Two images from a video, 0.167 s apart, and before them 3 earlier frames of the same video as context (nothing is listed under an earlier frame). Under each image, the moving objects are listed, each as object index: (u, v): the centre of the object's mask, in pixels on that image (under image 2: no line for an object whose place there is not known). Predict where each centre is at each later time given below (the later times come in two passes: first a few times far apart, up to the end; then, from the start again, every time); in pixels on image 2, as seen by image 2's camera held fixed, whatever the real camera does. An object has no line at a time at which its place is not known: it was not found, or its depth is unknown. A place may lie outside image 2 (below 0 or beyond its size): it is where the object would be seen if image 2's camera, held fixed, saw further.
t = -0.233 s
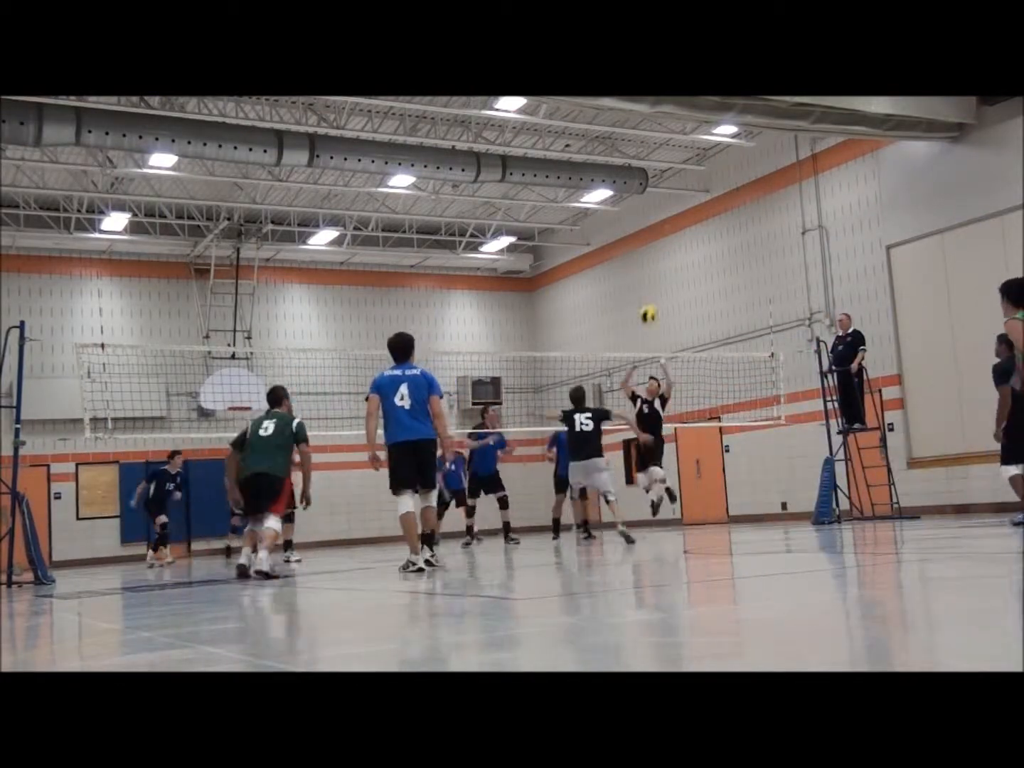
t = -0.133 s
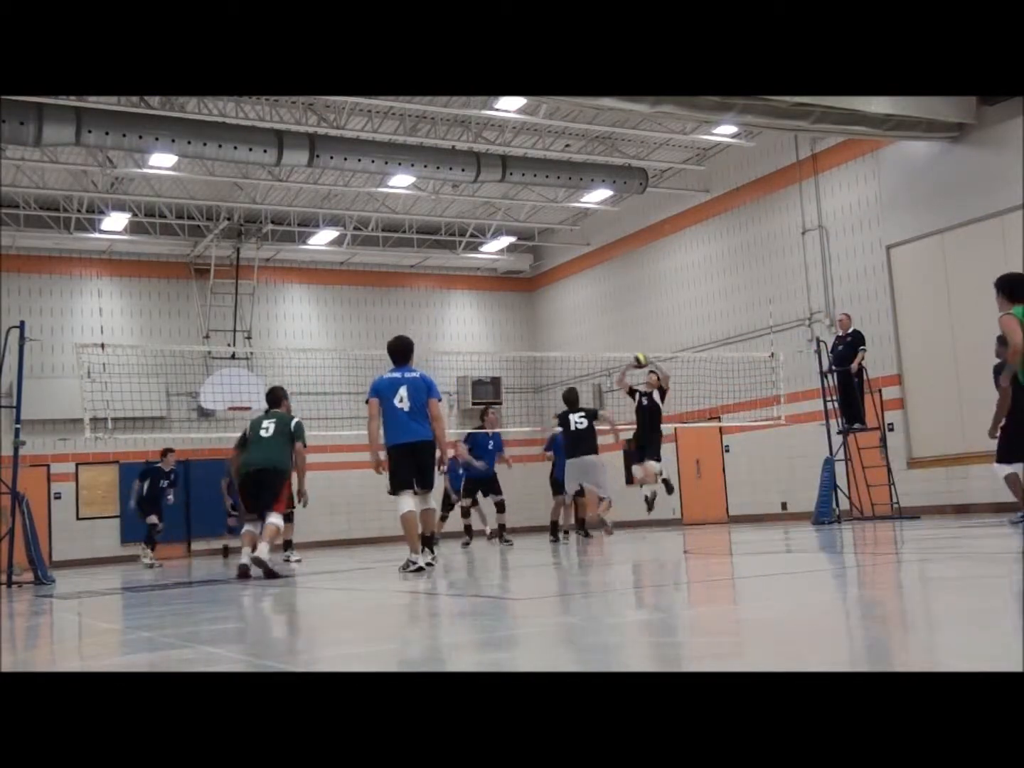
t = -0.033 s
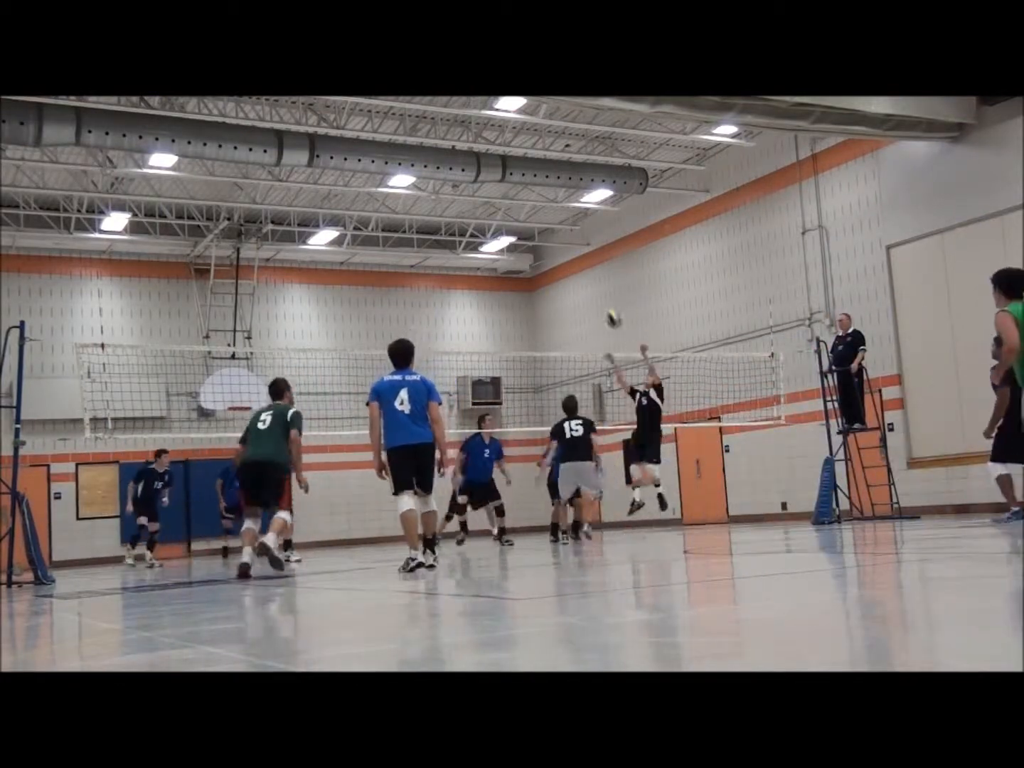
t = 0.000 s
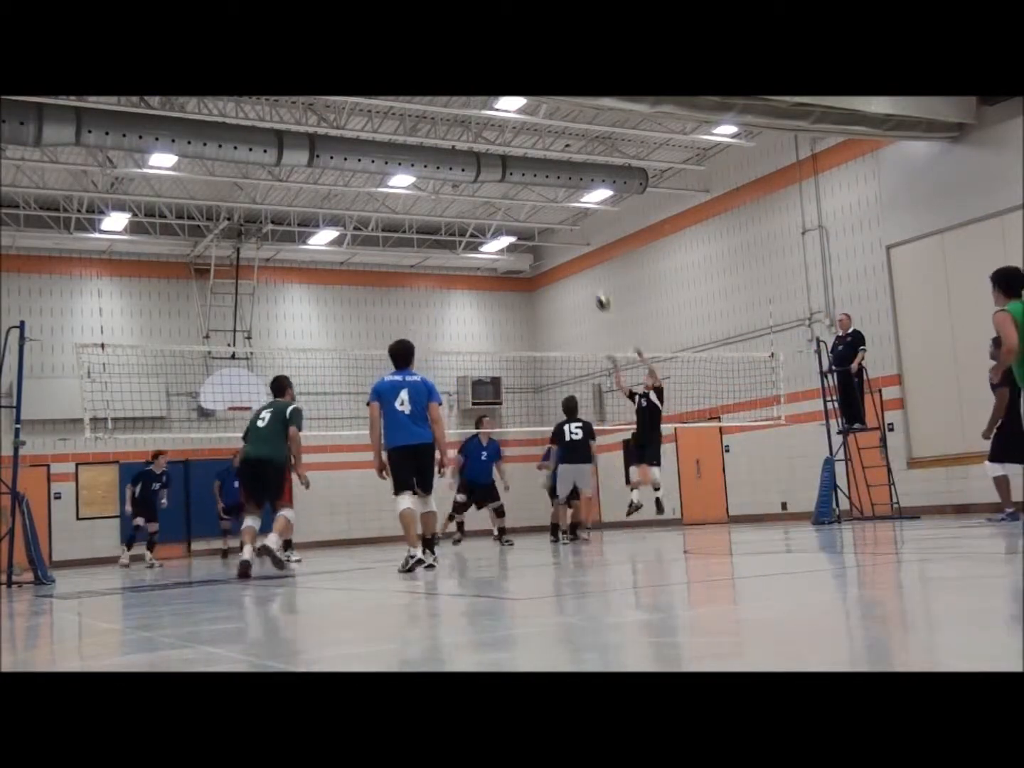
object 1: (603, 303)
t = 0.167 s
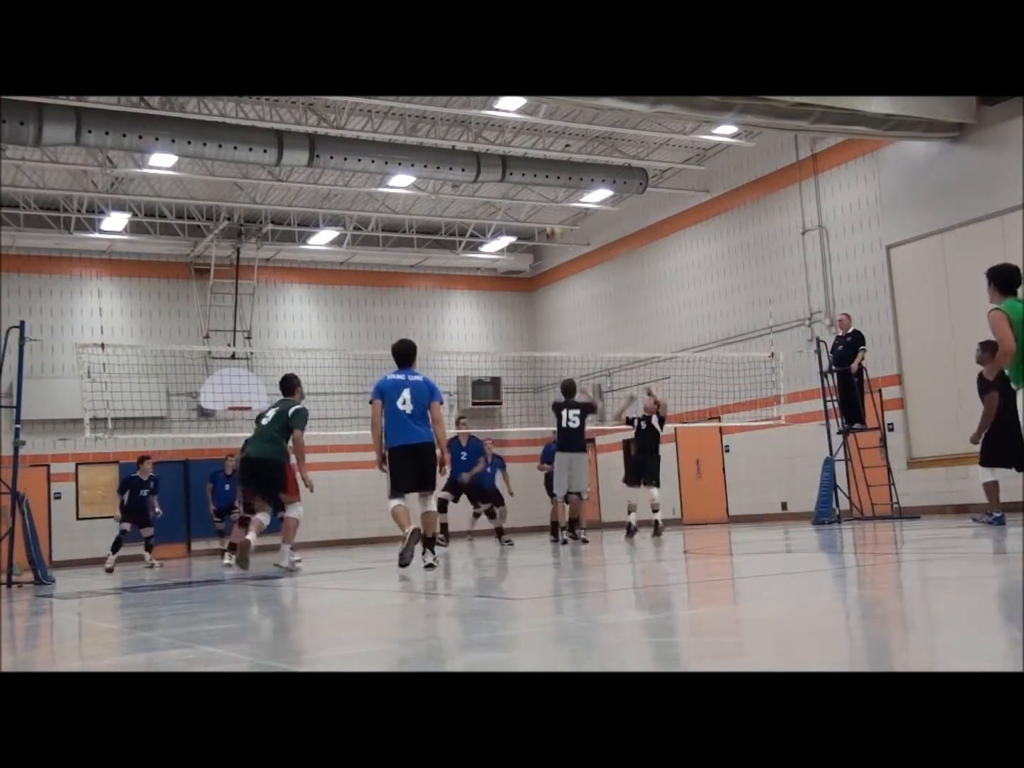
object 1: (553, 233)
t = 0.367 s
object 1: (495, 176)
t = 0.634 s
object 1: (416, 150)
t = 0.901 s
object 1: (337, 181)
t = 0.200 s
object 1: (540, 221)
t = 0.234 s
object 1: (532, 211)
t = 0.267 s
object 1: (525, 202)
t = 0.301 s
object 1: (515, 192)
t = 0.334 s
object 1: (504, 185)
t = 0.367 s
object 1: (495, 176)
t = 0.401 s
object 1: (484, 170)
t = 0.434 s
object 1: (475, 165)
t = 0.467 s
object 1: (465, 159)
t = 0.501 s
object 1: (455, 155)
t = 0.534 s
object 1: (444, 154)
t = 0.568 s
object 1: (436, 152)
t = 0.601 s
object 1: (425, 150)
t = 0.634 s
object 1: (416, 150)
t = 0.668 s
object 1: (406, 150)
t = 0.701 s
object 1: (397, 151)
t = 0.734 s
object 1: (386, 153)
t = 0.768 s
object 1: (377, 157)
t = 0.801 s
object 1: (367, 162)
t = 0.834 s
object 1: (357, 167)
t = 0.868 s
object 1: (348, 174)
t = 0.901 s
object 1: (337, 181)
